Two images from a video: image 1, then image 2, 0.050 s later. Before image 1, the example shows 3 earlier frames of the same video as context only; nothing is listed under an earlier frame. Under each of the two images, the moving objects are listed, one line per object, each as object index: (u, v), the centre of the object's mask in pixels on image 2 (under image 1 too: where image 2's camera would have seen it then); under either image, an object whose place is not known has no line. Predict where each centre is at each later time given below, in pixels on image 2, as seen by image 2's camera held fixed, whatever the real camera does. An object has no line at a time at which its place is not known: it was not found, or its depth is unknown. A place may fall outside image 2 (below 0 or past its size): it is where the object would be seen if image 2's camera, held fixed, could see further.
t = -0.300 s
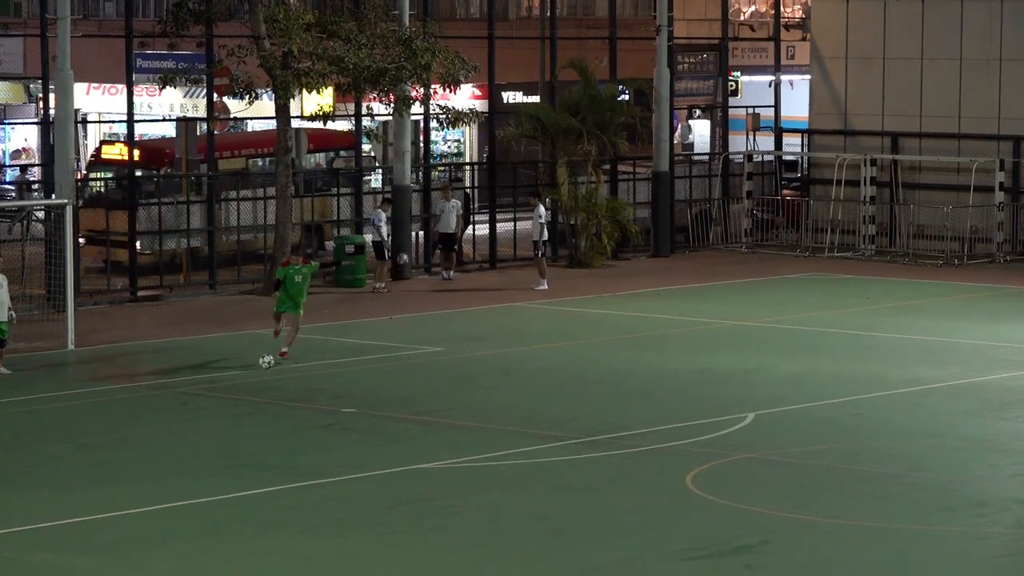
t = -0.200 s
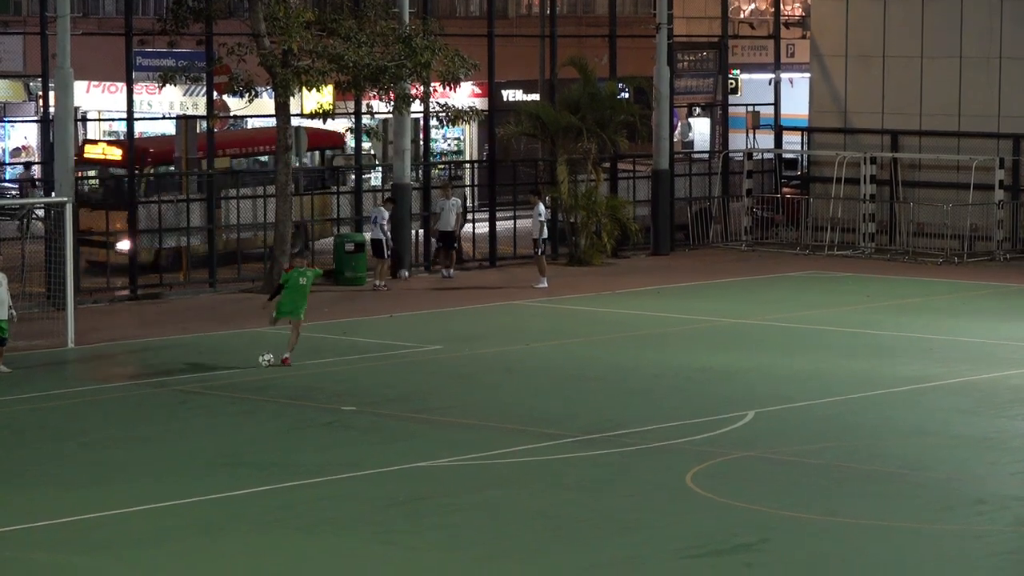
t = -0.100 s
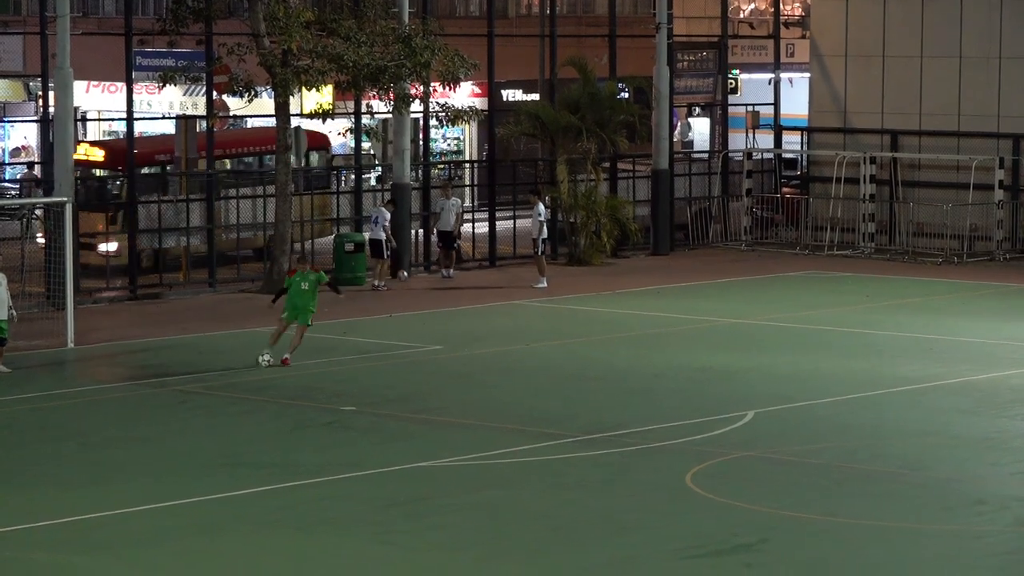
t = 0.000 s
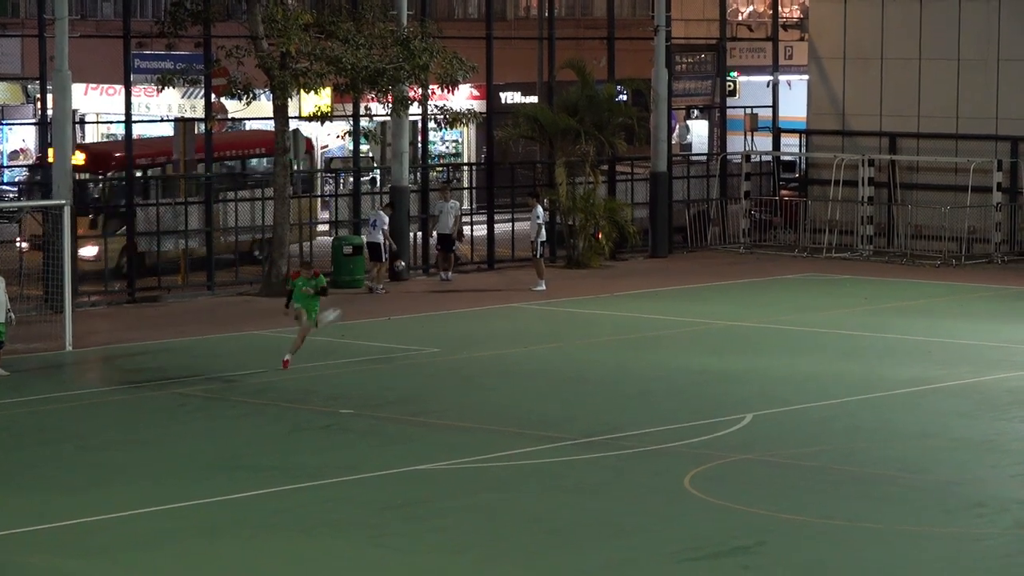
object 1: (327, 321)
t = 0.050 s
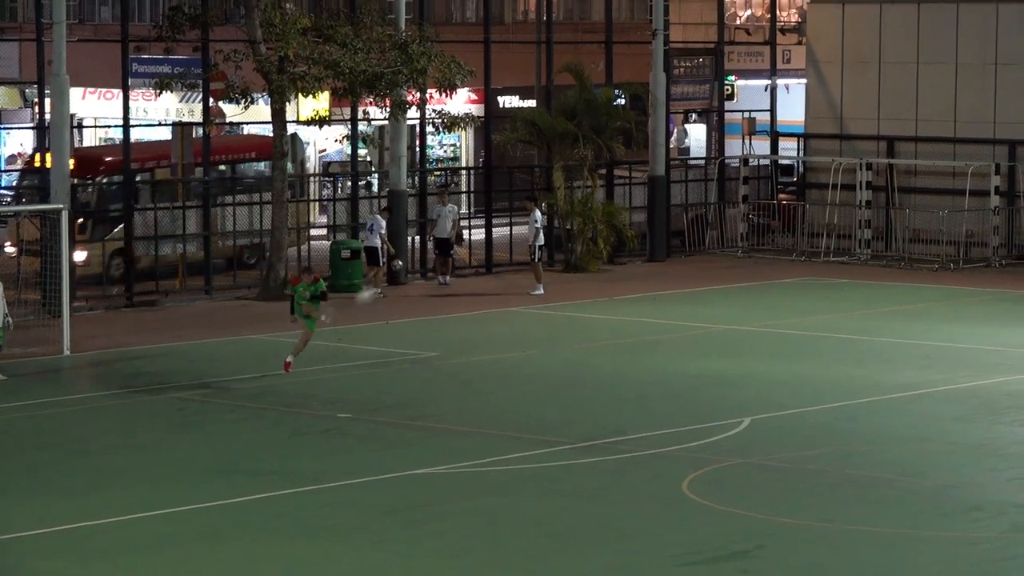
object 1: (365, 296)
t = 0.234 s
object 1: (522, 203)
